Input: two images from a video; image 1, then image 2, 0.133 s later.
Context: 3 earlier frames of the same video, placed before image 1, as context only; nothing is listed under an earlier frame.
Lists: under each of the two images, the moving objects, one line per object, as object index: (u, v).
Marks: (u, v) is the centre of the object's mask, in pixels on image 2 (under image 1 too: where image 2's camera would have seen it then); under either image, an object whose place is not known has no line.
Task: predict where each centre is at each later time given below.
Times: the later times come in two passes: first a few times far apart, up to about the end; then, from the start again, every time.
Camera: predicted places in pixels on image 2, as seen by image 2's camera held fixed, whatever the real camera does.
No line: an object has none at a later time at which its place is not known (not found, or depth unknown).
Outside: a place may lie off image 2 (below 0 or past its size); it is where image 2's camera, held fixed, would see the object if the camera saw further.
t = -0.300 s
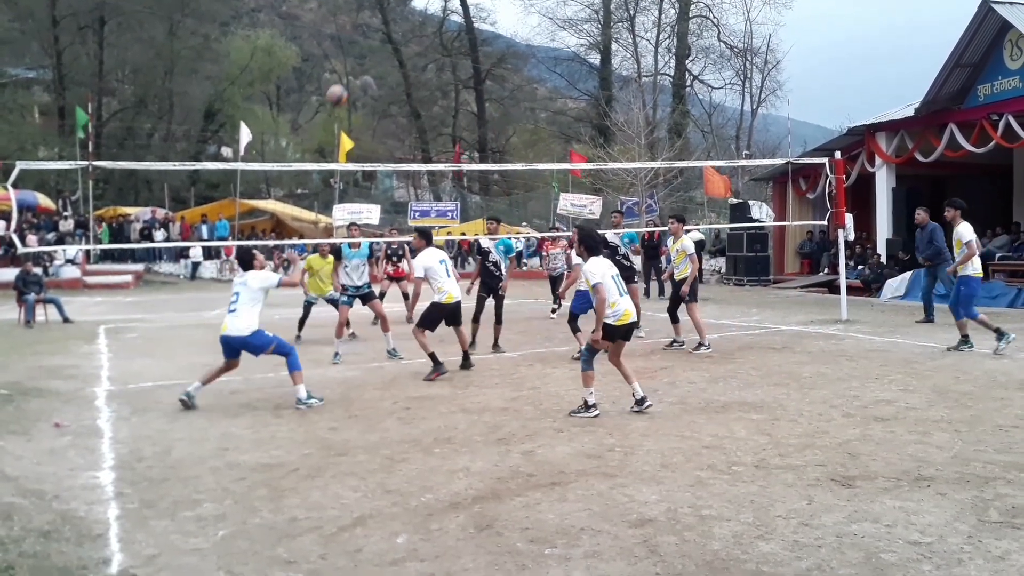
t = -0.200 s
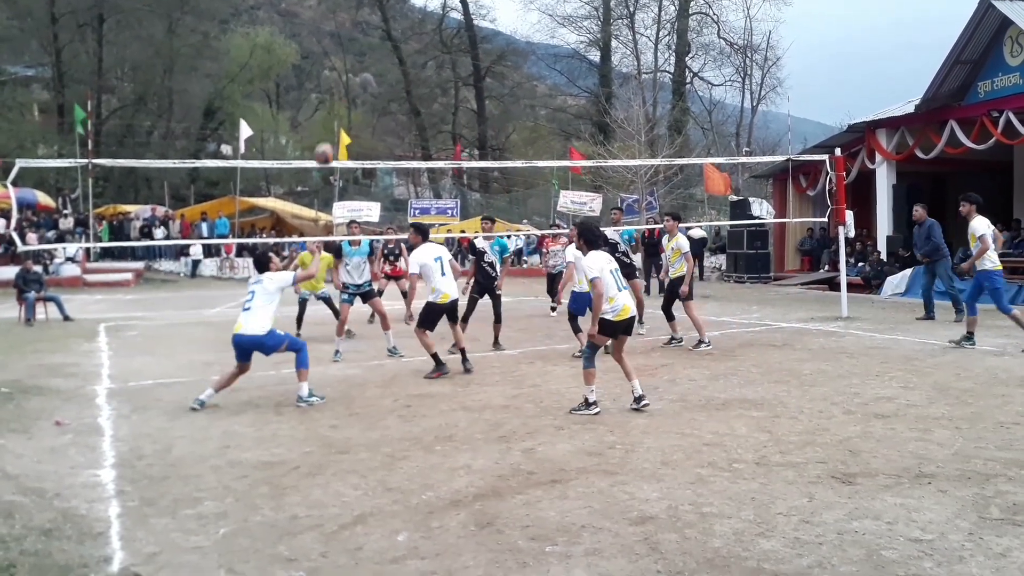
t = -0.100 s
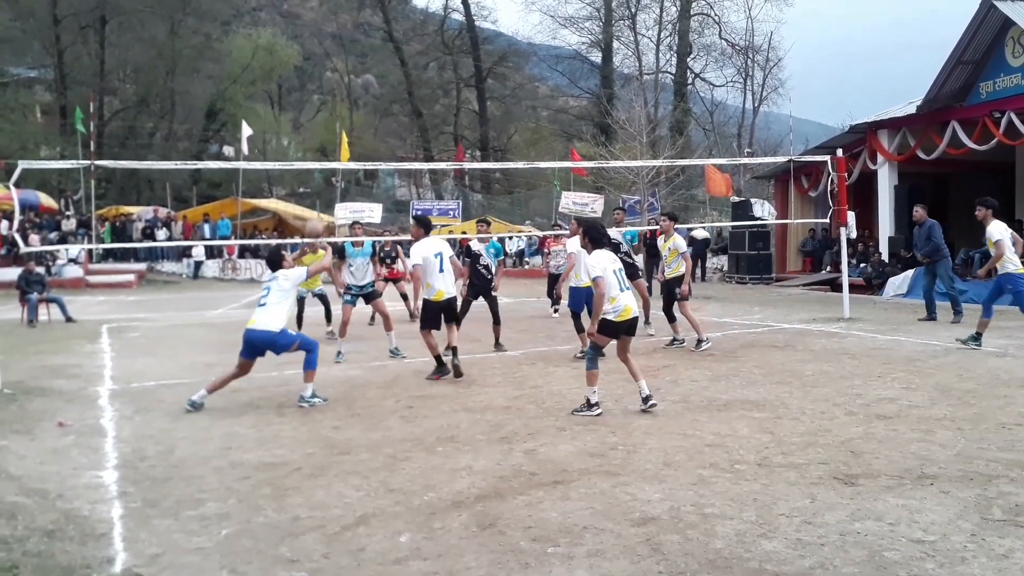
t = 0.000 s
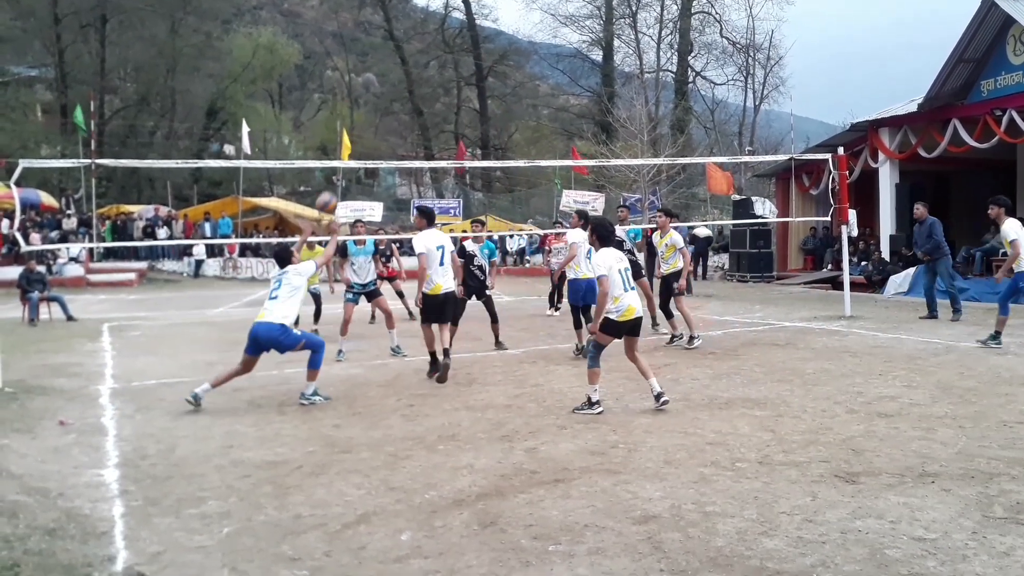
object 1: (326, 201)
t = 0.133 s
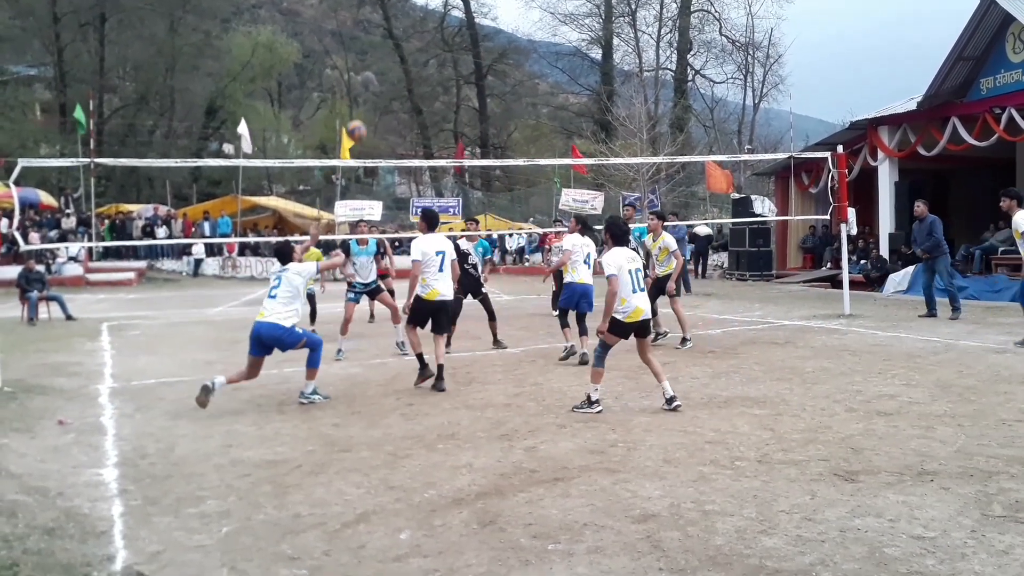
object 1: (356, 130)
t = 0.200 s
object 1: (370, 102)
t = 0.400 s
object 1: (411, 47)
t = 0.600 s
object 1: (450, 36)
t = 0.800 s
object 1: (486, 60)
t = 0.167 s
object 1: (363, 116)
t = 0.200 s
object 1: (370, 102)
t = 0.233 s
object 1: (377, 90)
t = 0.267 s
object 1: (384, 78)
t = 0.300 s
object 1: (391, 68)
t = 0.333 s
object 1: (398, 62)
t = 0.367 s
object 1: (404, 54)
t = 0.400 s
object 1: (411, 47)
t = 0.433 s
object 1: (418, 42)
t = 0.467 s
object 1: (424, 38)
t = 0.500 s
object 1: (430, 37)
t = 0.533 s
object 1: (437, 35)
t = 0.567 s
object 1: (443, 34)
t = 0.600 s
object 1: (450, 36)
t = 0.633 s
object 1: (456, 37)
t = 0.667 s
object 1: (462, 39)
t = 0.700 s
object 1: (468, 44)
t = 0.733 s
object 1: (474, 47)
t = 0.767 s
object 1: (480, 52)
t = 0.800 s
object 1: (486, 60)
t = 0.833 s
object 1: (492, 67)
